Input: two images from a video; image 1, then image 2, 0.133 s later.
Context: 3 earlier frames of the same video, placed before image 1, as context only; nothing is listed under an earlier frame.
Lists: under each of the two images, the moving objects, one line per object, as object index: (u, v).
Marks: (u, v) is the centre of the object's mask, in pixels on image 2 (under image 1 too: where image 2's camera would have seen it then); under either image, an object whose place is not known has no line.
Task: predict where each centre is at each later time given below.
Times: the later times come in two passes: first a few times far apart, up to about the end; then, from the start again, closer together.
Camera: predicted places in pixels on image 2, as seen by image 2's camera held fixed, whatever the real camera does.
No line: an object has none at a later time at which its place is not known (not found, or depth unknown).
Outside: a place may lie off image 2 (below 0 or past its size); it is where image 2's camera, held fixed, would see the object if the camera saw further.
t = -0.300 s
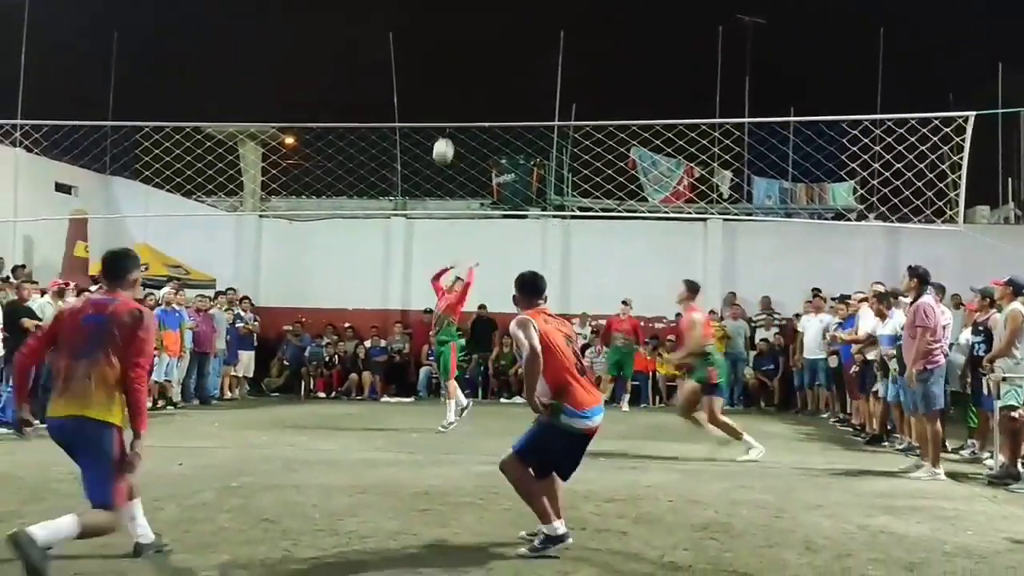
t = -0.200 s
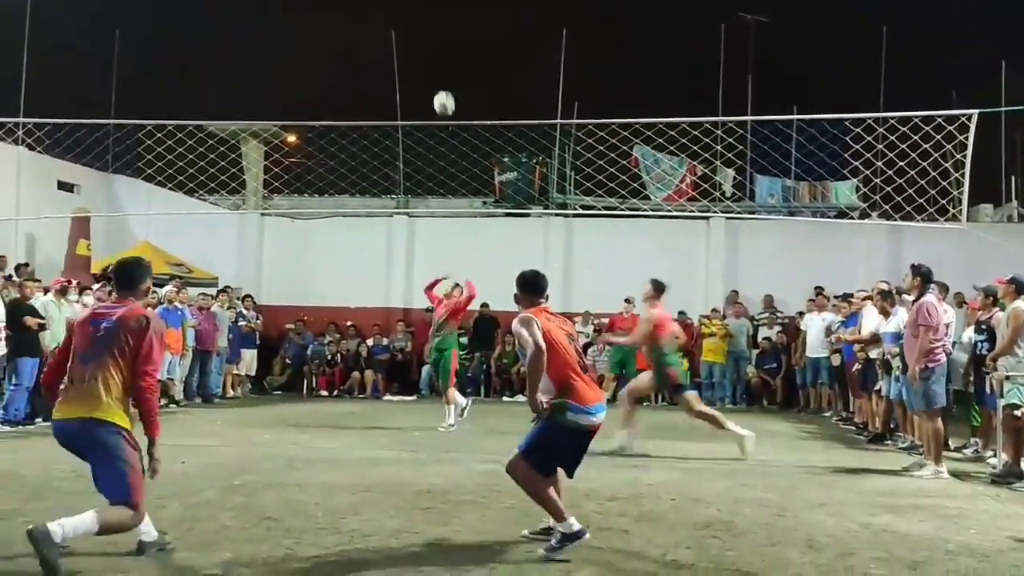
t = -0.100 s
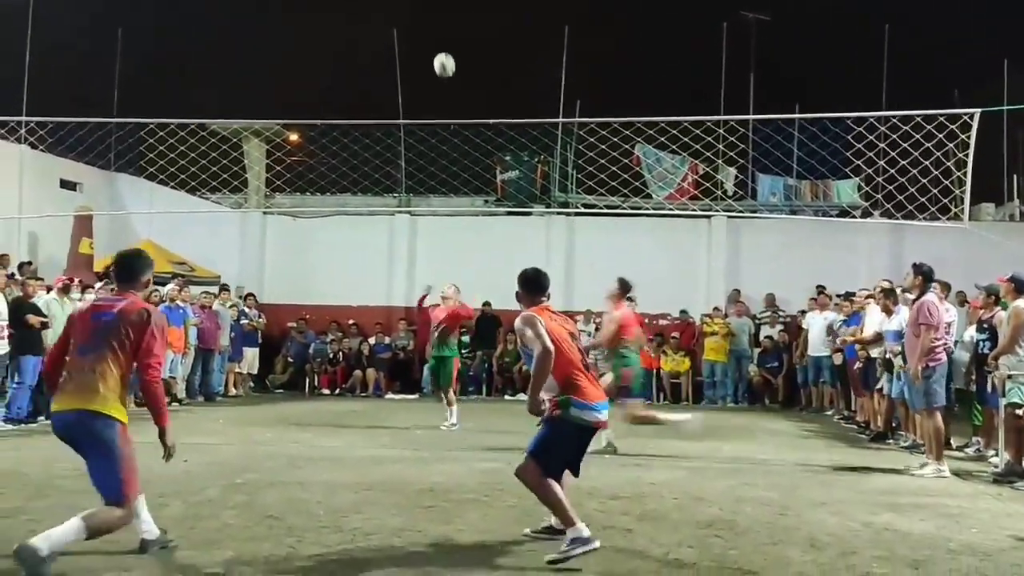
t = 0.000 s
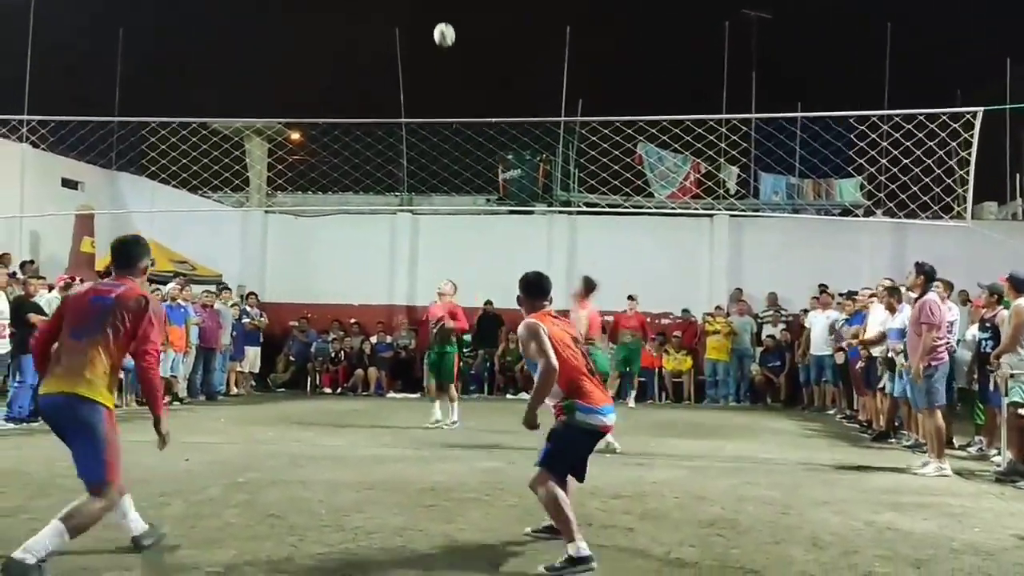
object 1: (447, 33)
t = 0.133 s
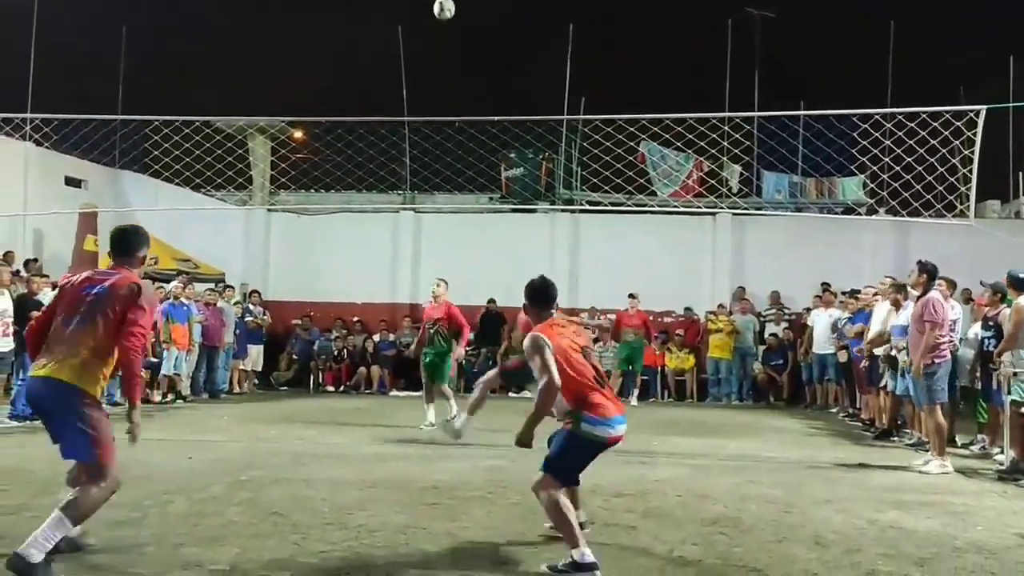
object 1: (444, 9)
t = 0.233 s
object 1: (442, 6)
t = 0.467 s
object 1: (435, 18)
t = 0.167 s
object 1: (443, 7)
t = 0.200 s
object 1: (442, 6)
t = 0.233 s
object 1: (442, 6)
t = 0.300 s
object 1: (440, 6)
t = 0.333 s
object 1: (439, 7)
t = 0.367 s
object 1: (438, 9)
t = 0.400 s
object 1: (437, 11)
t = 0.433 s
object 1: (436, 14)
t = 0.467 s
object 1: (435, 18)
